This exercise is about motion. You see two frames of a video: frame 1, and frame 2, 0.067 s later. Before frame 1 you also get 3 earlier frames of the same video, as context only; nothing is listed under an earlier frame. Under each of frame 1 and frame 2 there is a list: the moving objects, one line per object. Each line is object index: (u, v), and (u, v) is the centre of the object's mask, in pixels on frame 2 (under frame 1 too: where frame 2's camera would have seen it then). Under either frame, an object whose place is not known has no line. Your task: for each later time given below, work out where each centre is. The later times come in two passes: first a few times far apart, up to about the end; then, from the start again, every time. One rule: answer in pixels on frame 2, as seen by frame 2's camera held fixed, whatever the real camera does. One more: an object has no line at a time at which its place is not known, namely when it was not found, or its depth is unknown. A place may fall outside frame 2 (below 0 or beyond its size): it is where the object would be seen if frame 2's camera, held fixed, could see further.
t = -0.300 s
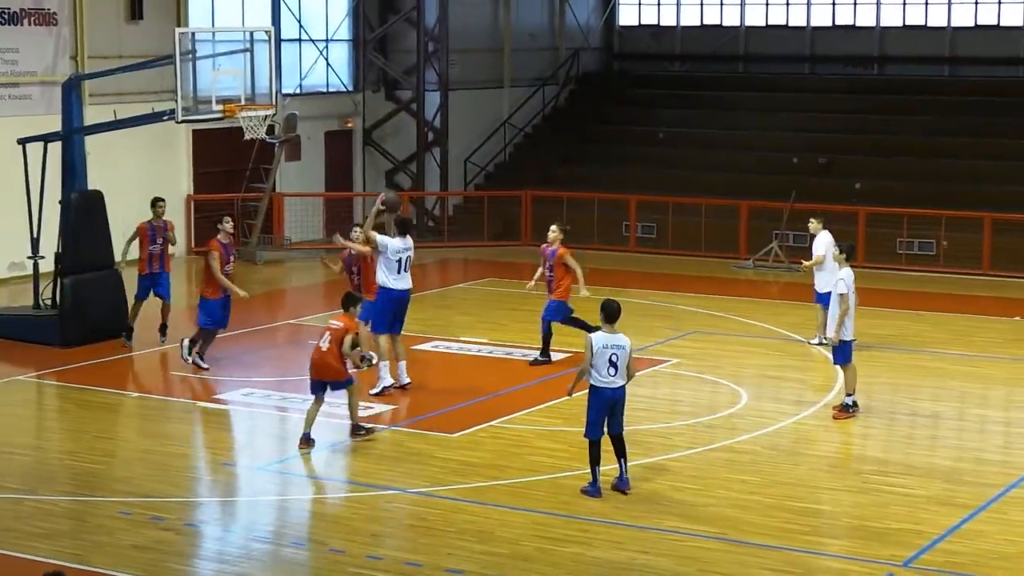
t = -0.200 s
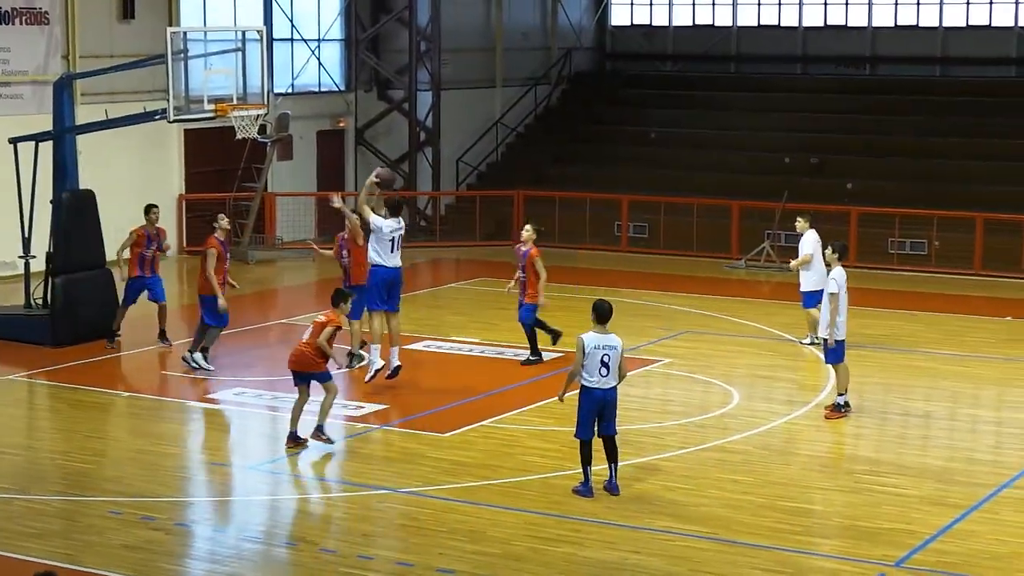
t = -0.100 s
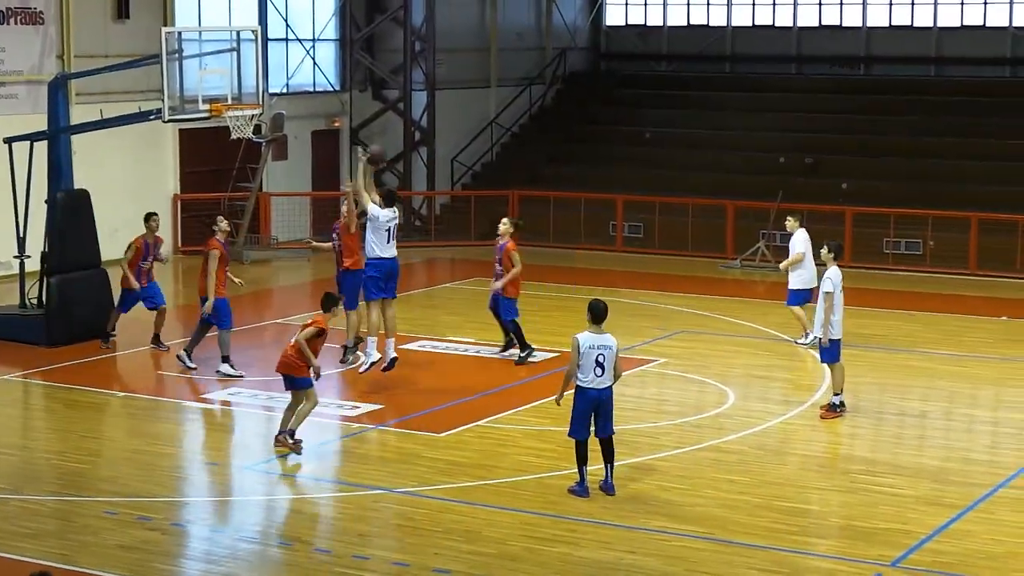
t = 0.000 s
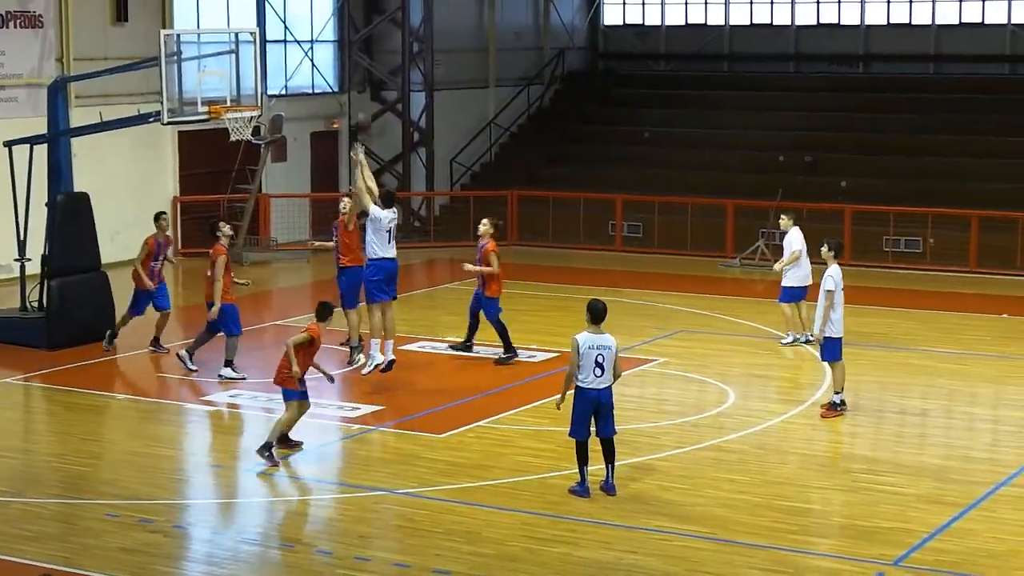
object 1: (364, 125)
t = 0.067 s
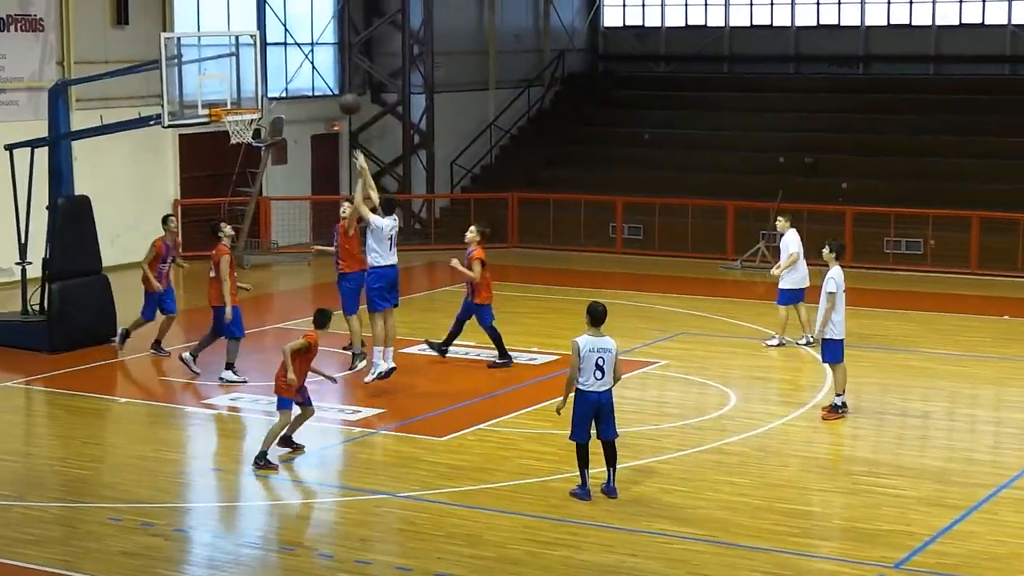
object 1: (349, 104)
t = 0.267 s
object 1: (315, 64)
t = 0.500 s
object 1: (278, 66)
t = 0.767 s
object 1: (242, 91)
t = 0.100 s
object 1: (343, 95)
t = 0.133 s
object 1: (337, 87)
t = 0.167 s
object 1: (333, 80)
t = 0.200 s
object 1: (327, 74)
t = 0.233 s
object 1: (321, 69)
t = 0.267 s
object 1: (315, 64)
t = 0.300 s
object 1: (310, 62)
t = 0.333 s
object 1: (305, 60)
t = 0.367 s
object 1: (299, 59)
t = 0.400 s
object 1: (294, 60)
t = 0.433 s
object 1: (289, 60)
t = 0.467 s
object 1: (283, 63)
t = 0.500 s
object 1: (278, 66)
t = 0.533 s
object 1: (274, 70)
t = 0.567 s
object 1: (268, 74)
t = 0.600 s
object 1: (263, 80)
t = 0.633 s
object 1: (259, 87)
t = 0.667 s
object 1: (253, 94)
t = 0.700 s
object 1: (250, 99)
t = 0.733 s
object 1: (245, 94)
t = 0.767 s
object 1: (242, 91)
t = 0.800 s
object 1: (238, 88)
